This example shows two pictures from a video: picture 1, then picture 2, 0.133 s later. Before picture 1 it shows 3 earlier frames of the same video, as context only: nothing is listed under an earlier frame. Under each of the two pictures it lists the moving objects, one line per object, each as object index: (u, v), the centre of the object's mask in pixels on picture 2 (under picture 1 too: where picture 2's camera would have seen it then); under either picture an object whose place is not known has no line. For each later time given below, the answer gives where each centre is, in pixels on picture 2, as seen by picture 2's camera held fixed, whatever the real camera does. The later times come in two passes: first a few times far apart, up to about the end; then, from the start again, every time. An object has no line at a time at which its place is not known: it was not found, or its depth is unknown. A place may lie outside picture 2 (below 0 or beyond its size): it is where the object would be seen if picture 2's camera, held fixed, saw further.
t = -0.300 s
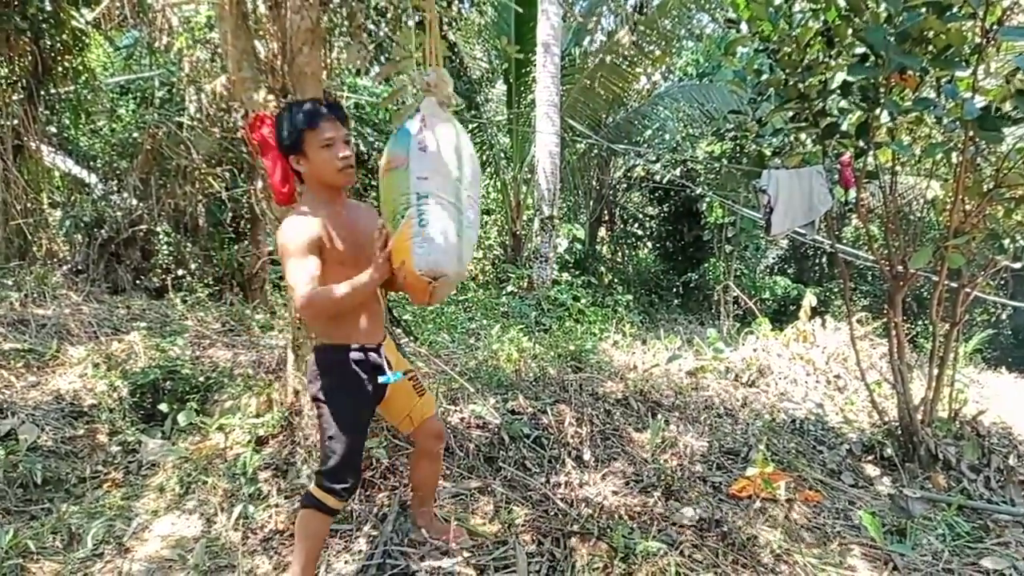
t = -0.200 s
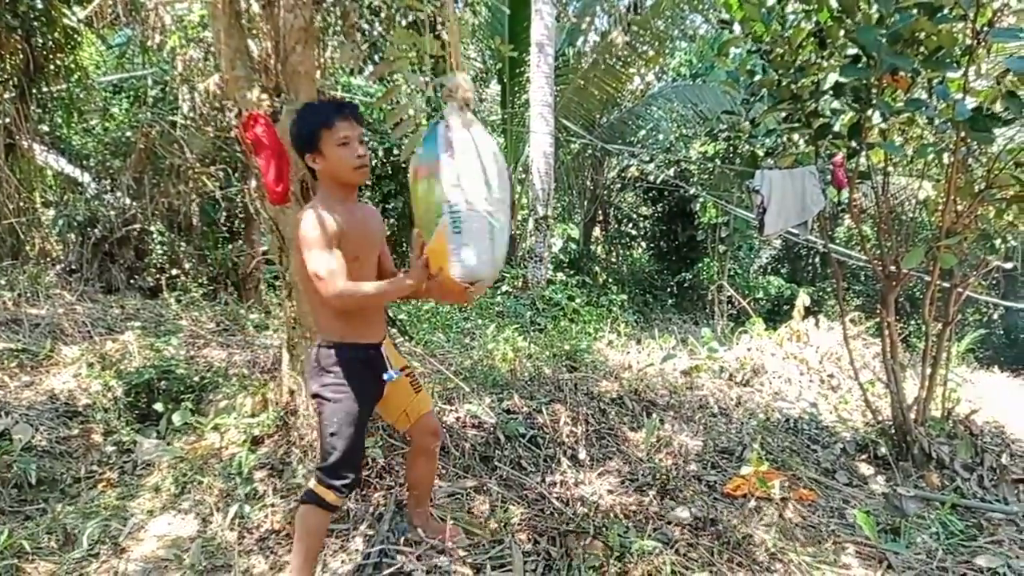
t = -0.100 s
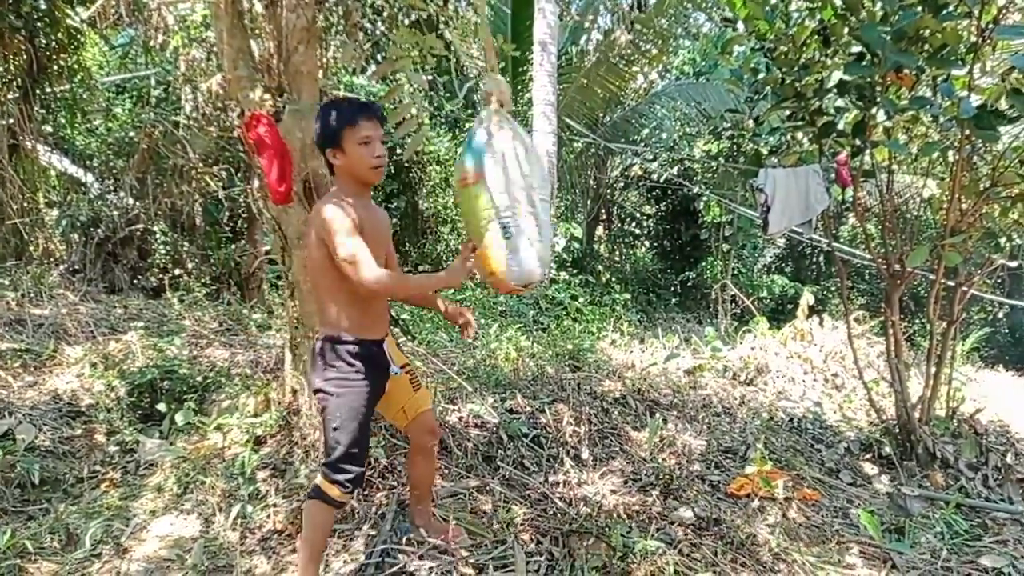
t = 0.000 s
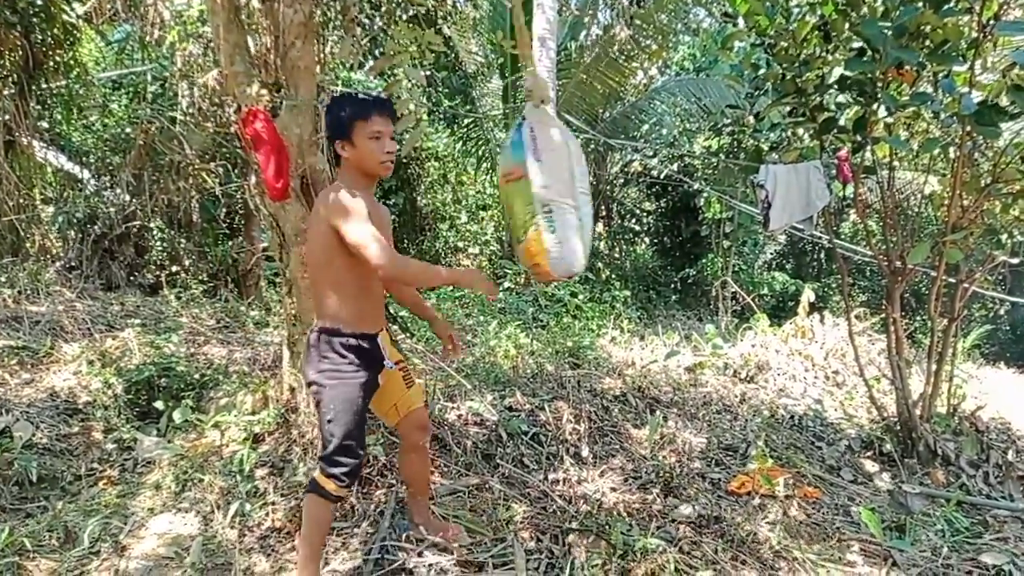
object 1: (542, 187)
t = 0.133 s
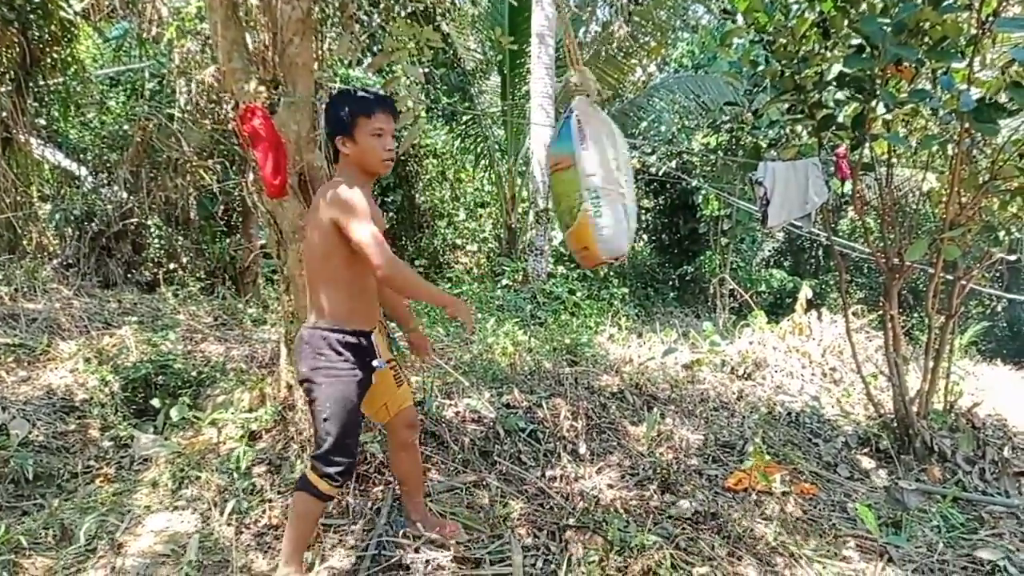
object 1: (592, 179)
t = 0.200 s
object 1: (610, 174)
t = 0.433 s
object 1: (655, 156)
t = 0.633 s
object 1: (668, 151)
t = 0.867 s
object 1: (657, 152)
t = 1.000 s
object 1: (636, 154)
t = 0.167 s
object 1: (602, 177)
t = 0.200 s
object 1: (610, 174)
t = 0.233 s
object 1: (617, 171)
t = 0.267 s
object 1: (625, 167)
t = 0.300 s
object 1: (633, 165)
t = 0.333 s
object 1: (639, 164)
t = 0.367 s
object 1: (645, 162)
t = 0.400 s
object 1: (650, 159)
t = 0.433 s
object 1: (655, 156)
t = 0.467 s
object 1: (659, 153)
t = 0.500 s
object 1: (662, 151)
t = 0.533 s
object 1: (664, 150)
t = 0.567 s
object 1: (665, 148)
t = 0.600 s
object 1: (666, 146)
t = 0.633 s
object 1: (668, 151)
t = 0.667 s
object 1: (667, 149)
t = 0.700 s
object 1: (667, 149)
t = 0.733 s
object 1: (666, 150)
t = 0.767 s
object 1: (663, 143)
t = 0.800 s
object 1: (662, 151)
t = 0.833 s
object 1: (659, 145)
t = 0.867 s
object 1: (657, 152)
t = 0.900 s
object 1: (653, 154)
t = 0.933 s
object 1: (647, 149)
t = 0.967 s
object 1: (643, 157)
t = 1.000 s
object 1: (636, 154)
